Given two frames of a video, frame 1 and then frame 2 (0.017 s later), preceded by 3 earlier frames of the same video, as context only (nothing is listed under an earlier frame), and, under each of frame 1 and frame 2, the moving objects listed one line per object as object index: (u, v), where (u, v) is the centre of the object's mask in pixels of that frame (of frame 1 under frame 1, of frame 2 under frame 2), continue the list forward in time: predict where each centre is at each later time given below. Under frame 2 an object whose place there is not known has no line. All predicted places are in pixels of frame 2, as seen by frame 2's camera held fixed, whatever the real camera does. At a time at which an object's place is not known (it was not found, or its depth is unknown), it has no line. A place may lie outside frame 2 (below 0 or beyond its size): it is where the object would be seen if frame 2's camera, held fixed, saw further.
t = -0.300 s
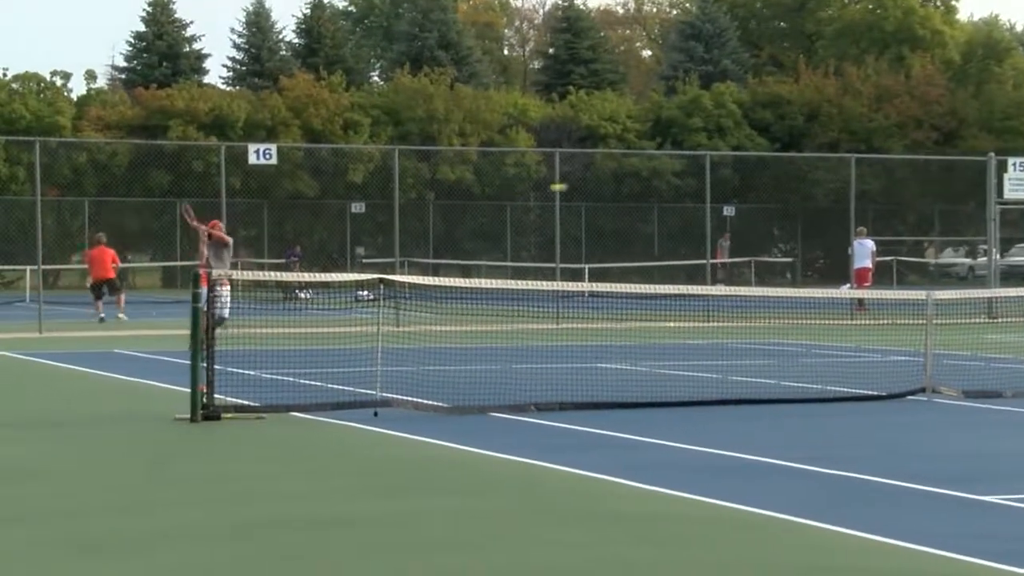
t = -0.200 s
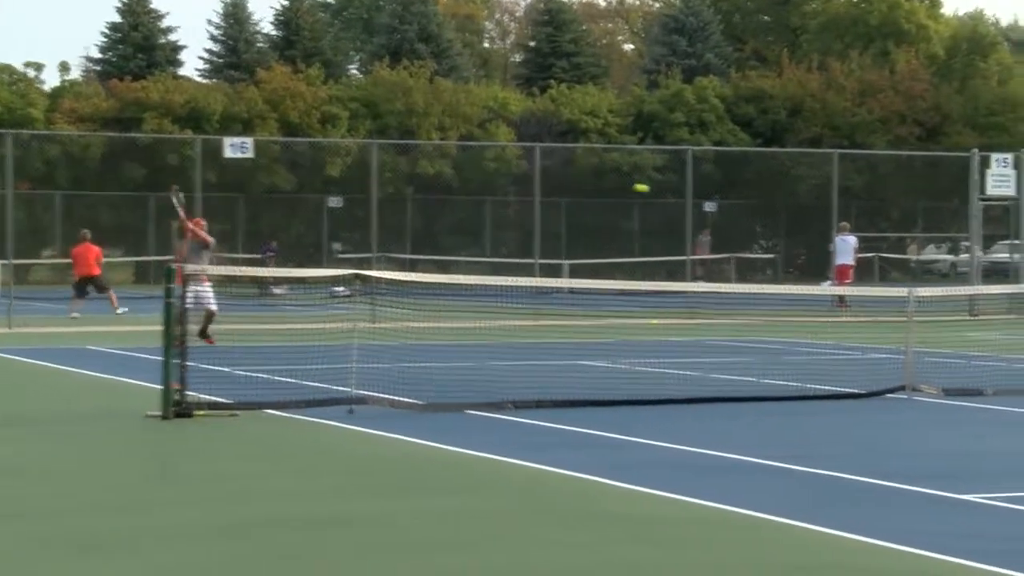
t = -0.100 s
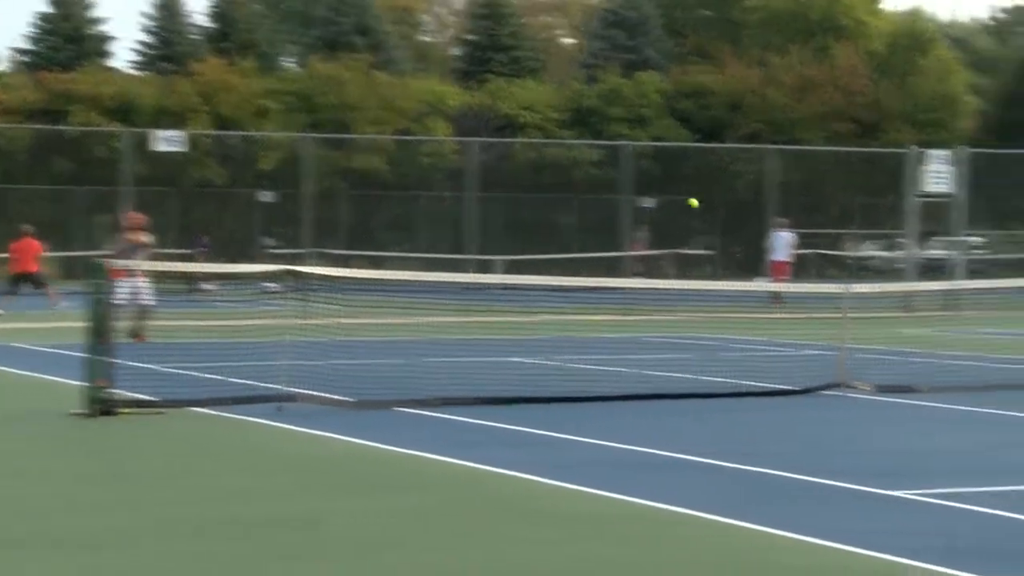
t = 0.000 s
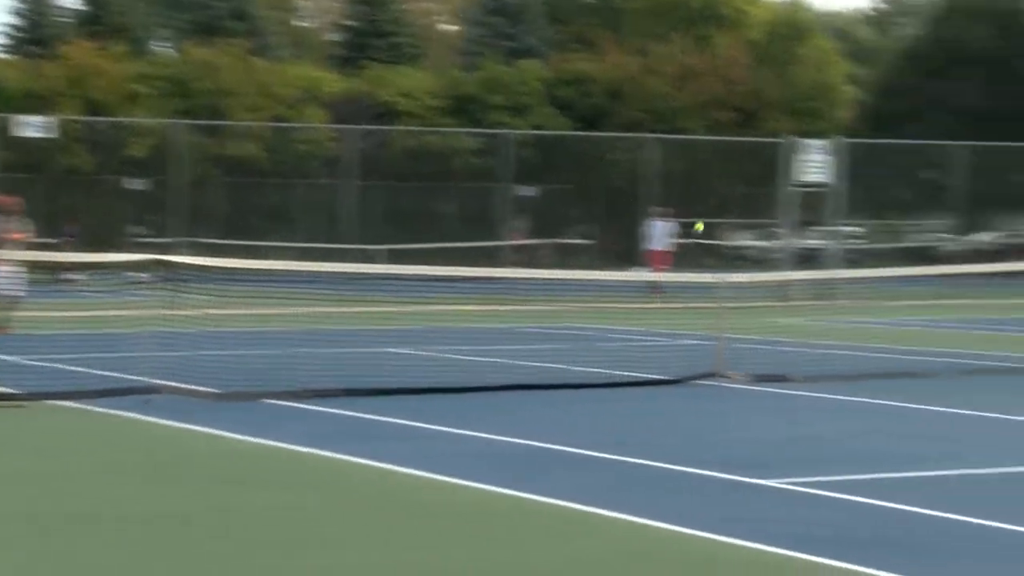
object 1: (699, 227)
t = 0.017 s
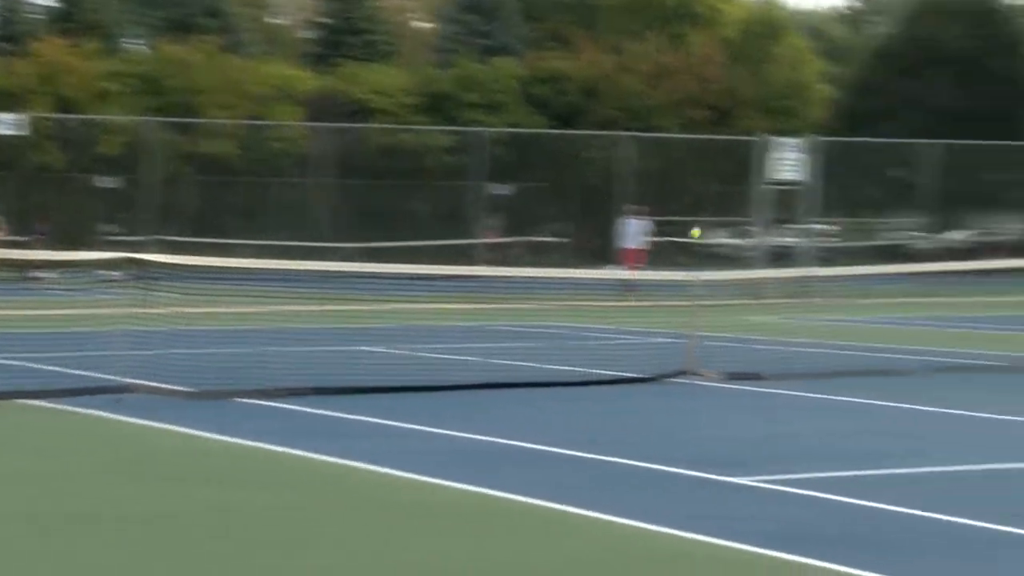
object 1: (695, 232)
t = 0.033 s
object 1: (720, 240)
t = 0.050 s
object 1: (742, 250)
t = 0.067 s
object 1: (766, 259)
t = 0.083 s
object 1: (790, 268)
